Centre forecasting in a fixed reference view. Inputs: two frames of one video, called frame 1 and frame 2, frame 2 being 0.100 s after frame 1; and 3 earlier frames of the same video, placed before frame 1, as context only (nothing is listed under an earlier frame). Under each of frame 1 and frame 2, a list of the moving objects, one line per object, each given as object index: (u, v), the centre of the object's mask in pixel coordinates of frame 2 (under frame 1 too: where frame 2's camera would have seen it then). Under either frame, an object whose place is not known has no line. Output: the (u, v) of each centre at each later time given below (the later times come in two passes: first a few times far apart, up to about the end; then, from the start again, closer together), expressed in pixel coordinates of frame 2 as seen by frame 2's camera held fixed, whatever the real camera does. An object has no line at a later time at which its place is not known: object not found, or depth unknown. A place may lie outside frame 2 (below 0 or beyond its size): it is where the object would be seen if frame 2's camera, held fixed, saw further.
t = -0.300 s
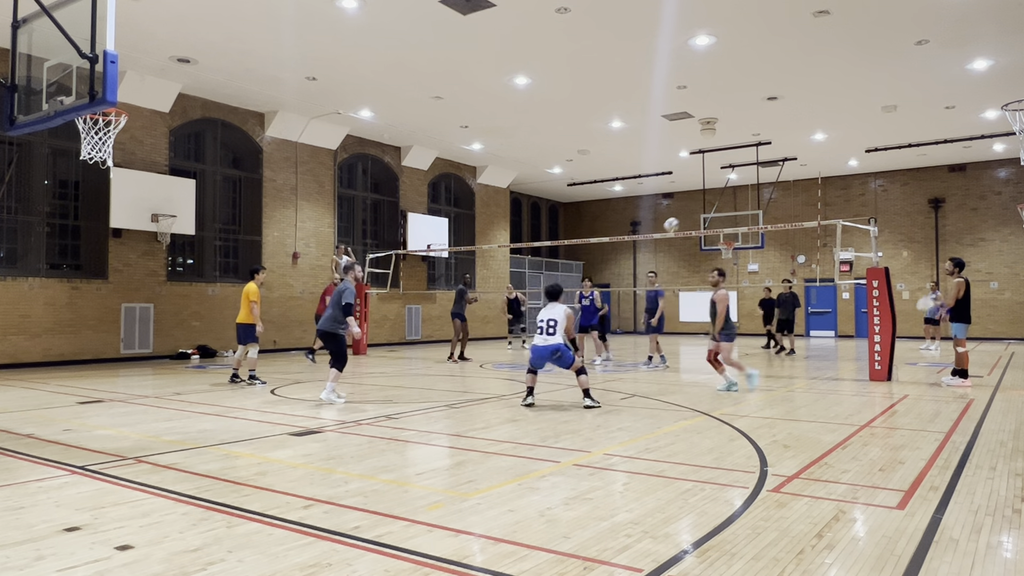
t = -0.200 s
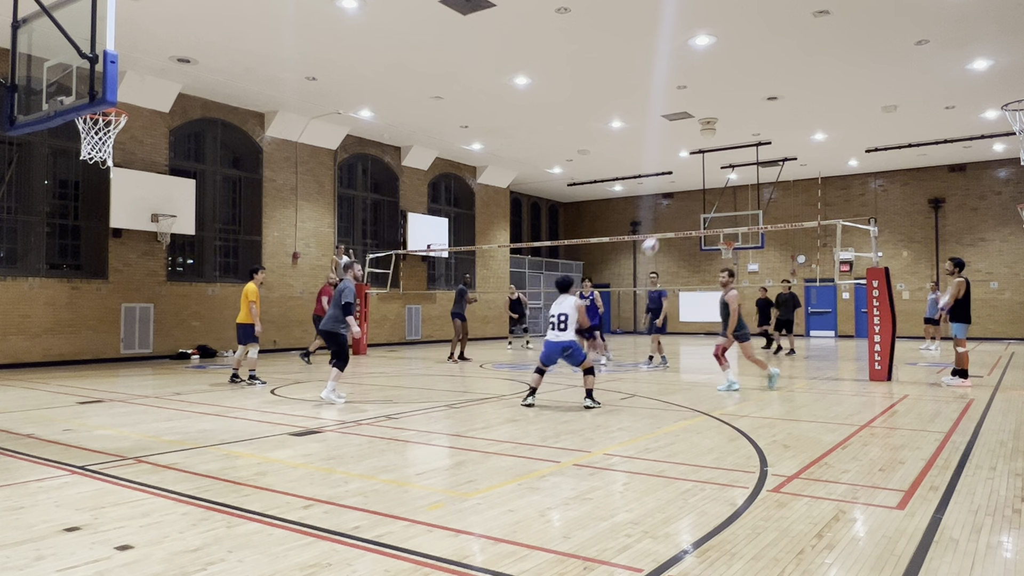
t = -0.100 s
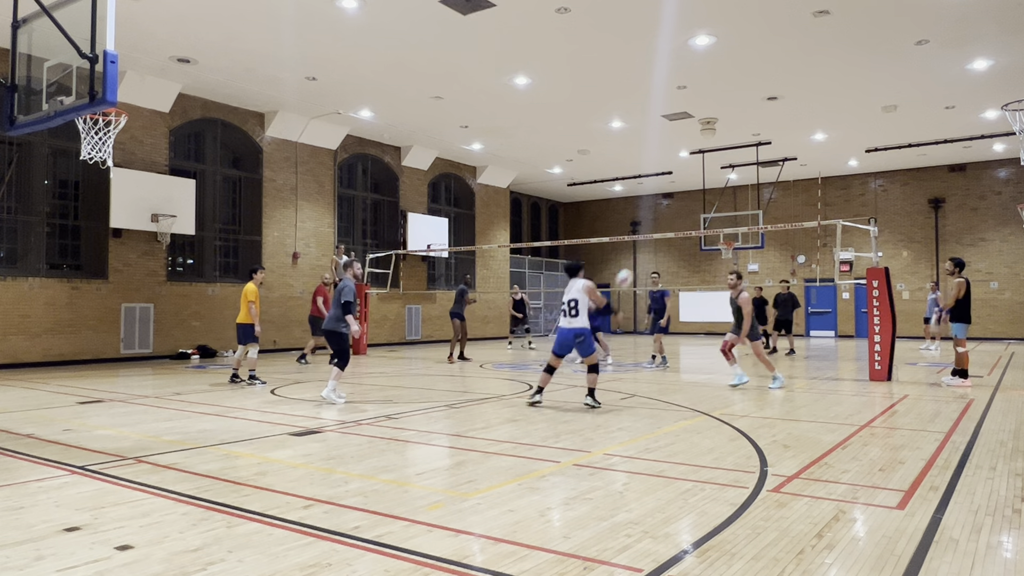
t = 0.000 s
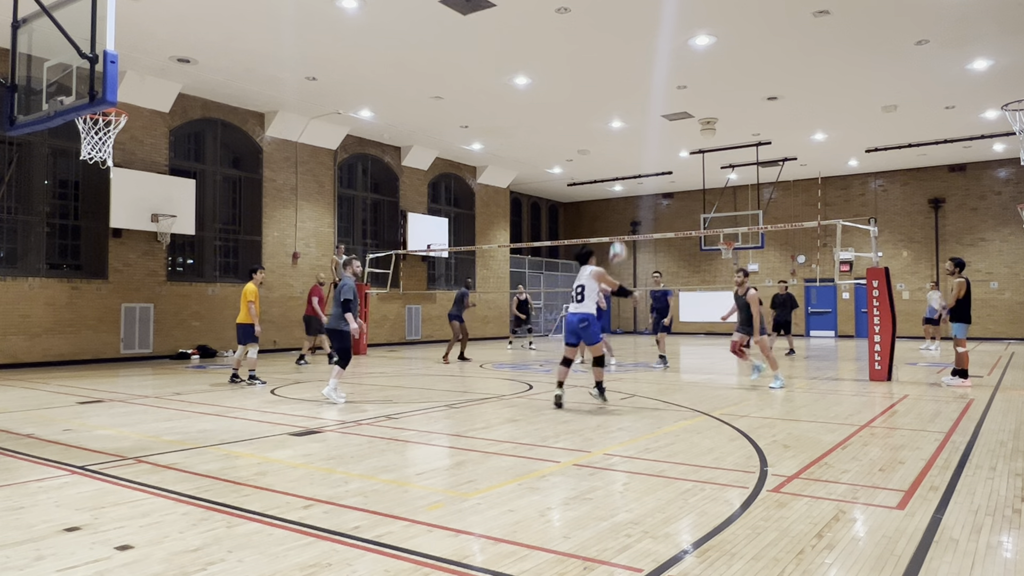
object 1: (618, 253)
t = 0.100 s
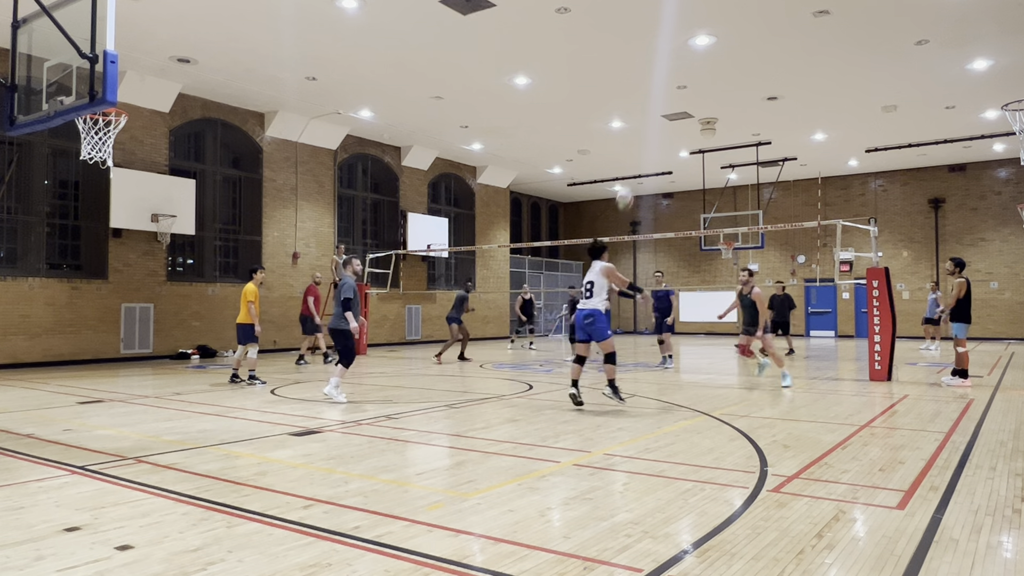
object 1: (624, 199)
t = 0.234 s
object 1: (633, 139)
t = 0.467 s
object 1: (643, 77)
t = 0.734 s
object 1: (654, 61)
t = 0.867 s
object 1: (658, 71)
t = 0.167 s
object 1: (628, 164)
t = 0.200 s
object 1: (630, 152)
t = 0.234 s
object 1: (633, 139)
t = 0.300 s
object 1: (636, 116)
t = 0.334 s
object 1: (637, 106)
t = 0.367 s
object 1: (639, 97)
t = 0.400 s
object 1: (640, 90)
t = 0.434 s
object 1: (642, 83)
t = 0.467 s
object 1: (643, 77)
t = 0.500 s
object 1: (645, 72)
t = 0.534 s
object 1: (646, 68)
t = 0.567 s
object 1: (647, 65)
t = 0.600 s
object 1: (649, 63)
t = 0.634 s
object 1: (650, 61)
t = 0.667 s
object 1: (651, 60)
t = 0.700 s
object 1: (652, 60)
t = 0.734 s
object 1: (654, 61)
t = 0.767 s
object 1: (655, 62)
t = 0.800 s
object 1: (656, 65)
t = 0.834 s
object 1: (657, 68)
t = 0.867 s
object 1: (658, 71)
